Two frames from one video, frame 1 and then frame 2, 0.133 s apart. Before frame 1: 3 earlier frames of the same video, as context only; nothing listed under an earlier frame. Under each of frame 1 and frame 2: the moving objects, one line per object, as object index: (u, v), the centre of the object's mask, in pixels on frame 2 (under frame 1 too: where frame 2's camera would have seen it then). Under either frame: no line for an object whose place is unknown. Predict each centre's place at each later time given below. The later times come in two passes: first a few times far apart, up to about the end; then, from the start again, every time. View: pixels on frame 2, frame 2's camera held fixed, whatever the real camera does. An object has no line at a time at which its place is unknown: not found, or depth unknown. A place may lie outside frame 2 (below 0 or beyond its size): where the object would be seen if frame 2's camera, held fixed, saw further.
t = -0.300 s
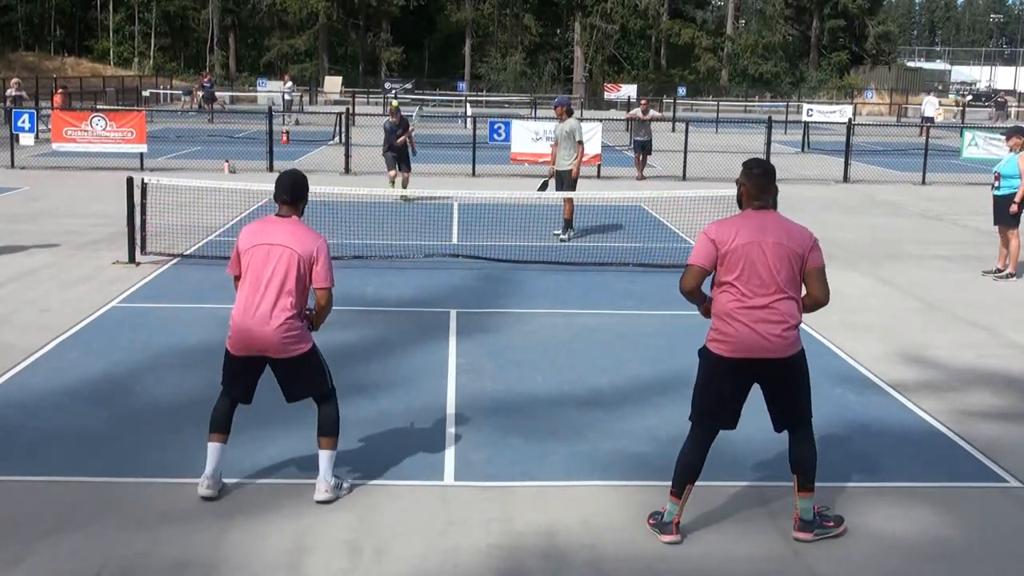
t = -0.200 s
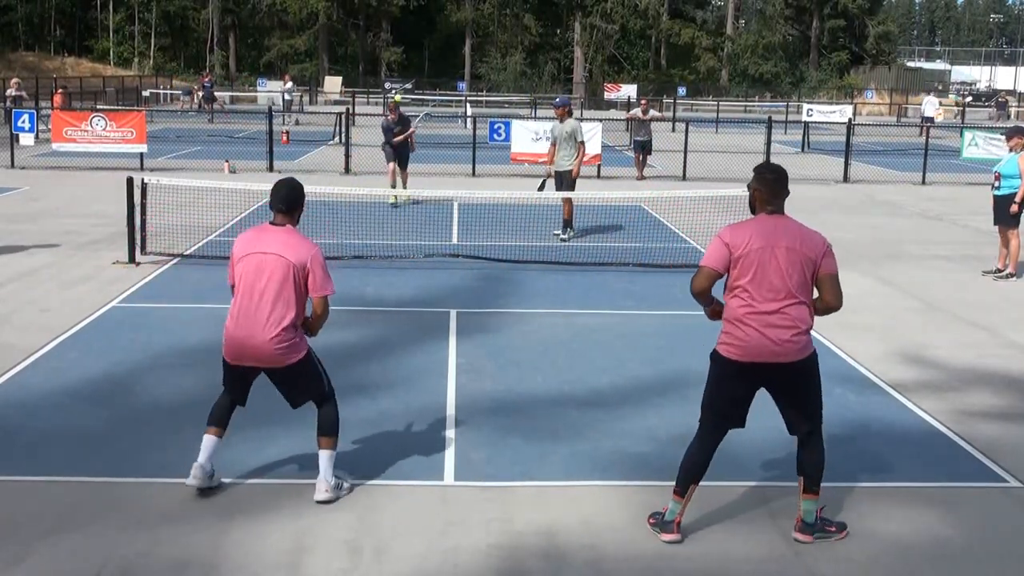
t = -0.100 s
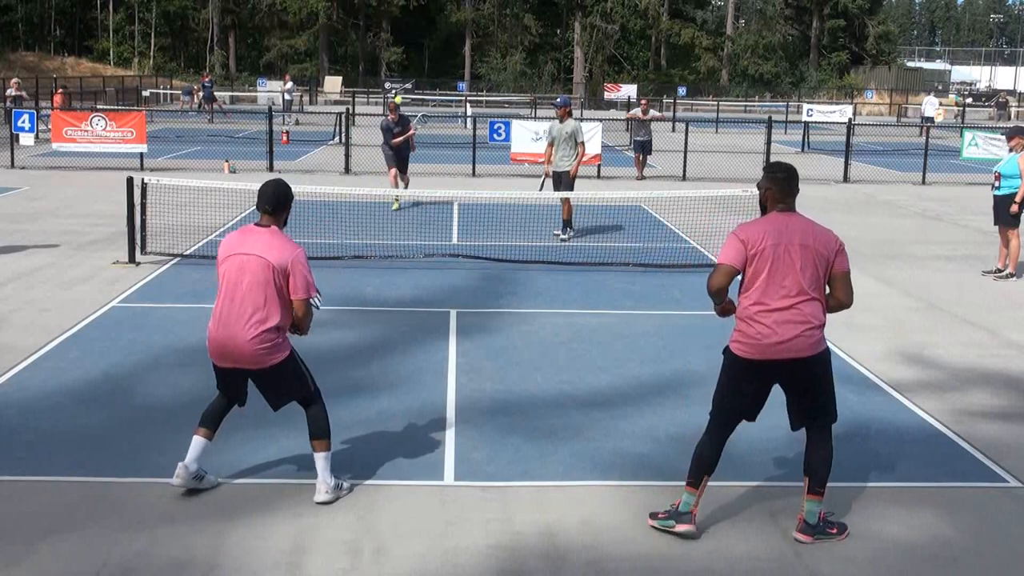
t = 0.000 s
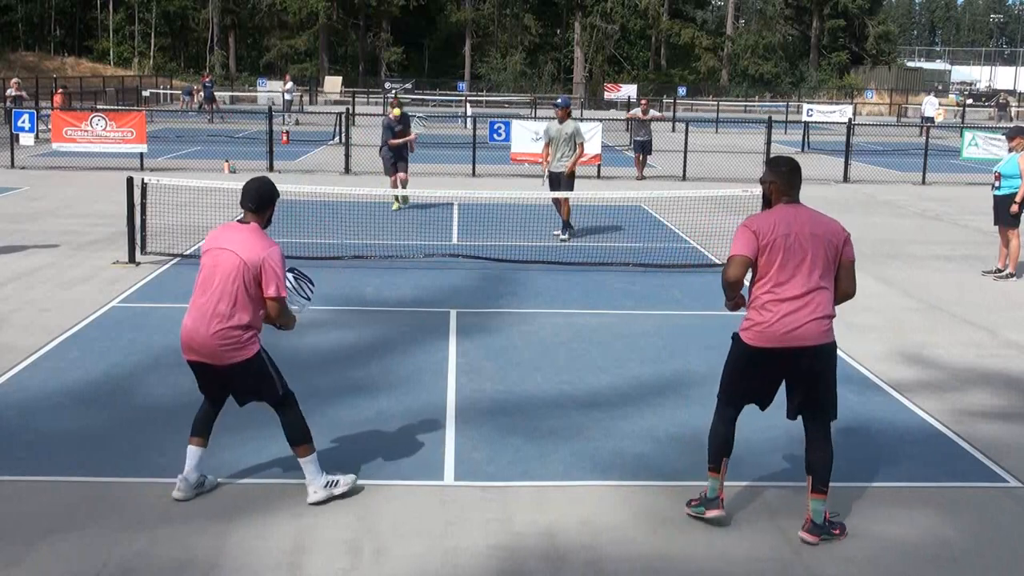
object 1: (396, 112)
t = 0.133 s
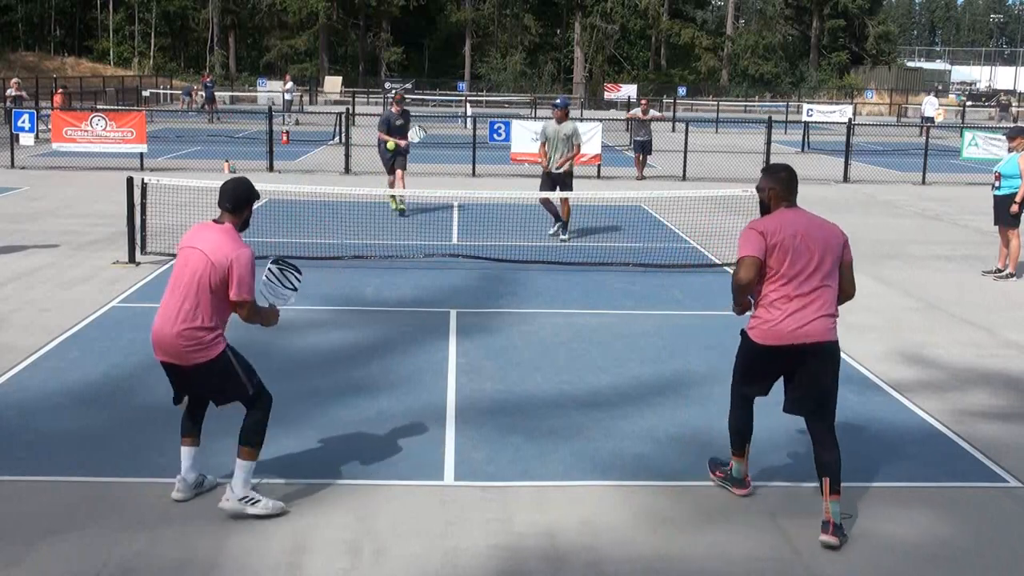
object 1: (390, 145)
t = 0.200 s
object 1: (386, 171)
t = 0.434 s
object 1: (355, 327)
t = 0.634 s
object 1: (314, 345)
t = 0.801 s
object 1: (269, 331)
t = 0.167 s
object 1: (388, 157)
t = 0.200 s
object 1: (386, 171)
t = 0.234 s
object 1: (383, 186)
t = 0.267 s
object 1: (380, 204)
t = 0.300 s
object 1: (375, 225)
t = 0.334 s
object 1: (371, 247)
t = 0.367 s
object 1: (366, 271)
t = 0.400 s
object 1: (361, 298)
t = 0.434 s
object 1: (355, 327)
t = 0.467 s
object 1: (349, 359)
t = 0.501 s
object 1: (343, 384)
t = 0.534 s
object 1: (336, 372)
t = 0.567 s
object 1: (329, 361)
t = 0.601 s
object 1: (321, 352)
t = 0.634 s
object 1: (314, 345)
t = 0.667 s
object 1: (306, 338)
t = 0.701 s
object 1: (297, 334)
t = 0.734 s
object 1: (288, 331)
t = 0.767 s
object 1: (279, 330)
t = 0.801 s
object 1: (269, 331)
